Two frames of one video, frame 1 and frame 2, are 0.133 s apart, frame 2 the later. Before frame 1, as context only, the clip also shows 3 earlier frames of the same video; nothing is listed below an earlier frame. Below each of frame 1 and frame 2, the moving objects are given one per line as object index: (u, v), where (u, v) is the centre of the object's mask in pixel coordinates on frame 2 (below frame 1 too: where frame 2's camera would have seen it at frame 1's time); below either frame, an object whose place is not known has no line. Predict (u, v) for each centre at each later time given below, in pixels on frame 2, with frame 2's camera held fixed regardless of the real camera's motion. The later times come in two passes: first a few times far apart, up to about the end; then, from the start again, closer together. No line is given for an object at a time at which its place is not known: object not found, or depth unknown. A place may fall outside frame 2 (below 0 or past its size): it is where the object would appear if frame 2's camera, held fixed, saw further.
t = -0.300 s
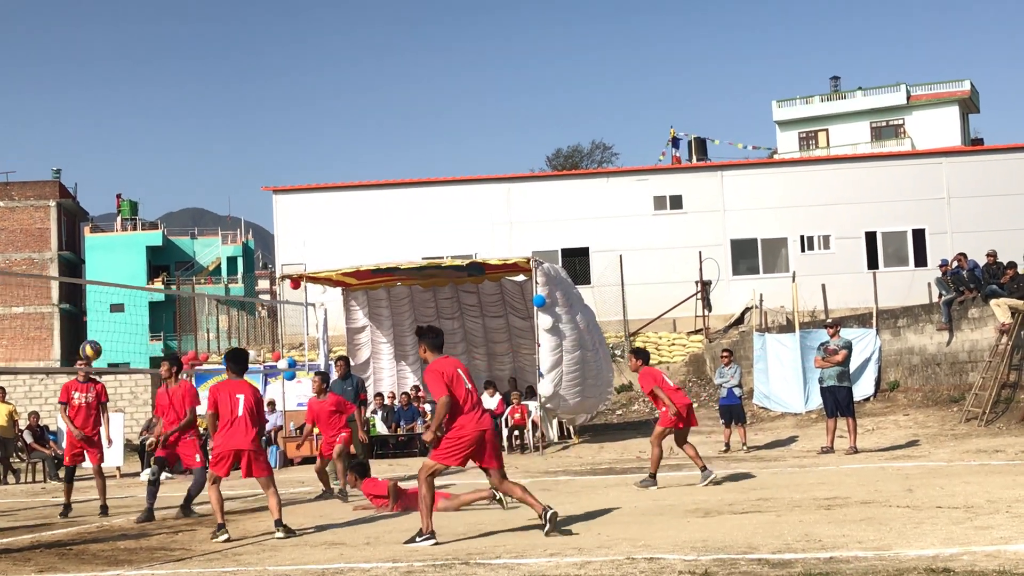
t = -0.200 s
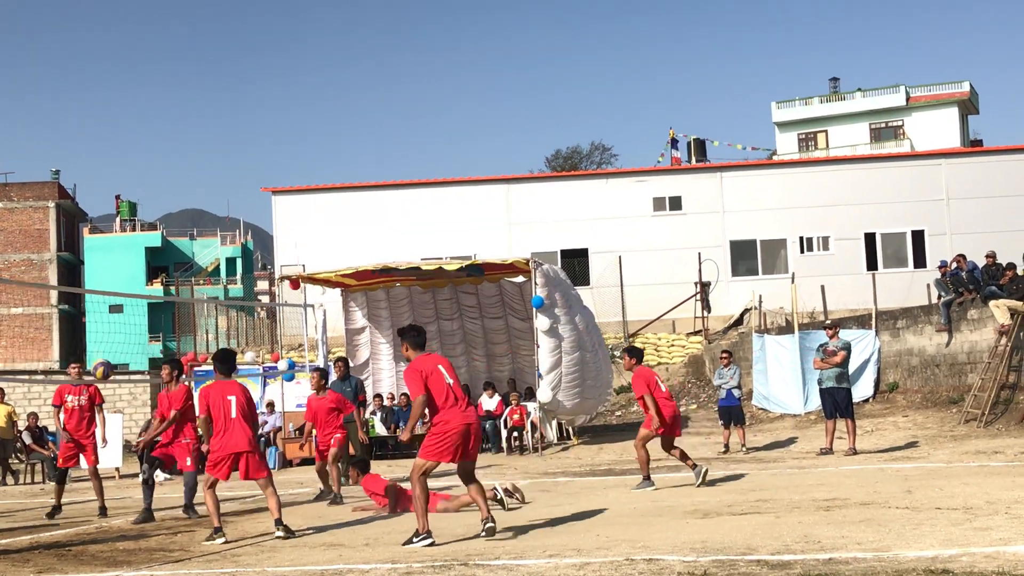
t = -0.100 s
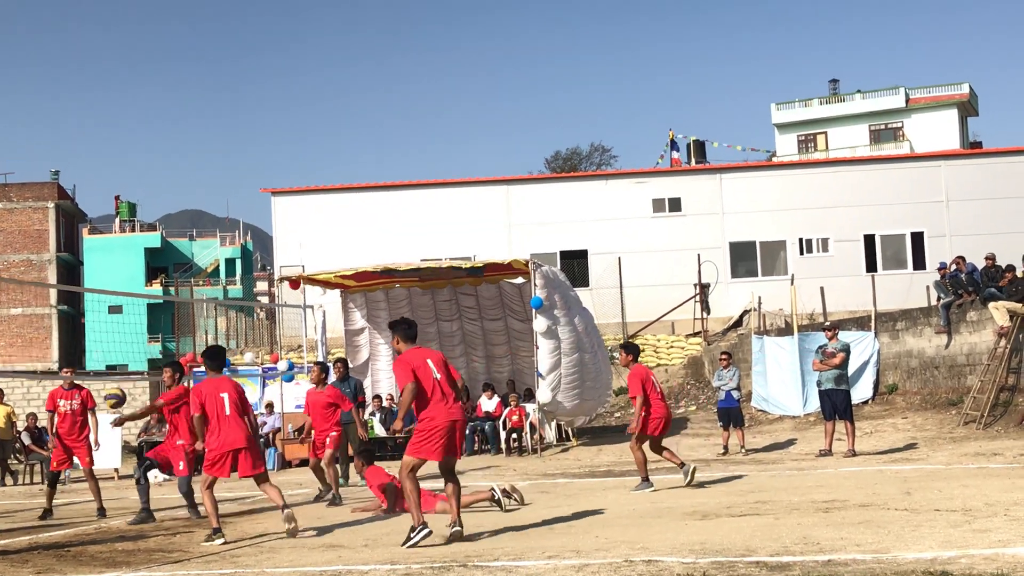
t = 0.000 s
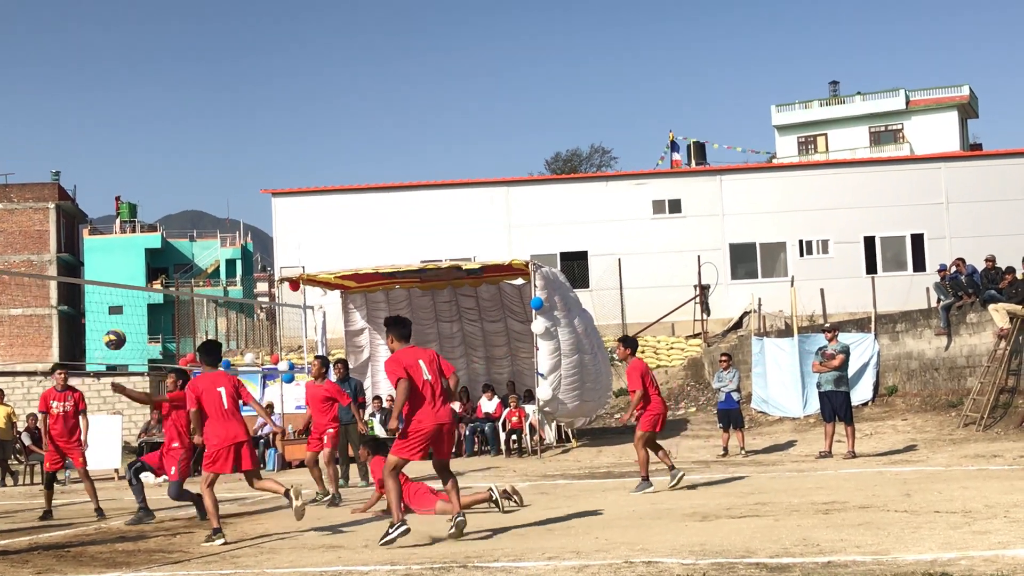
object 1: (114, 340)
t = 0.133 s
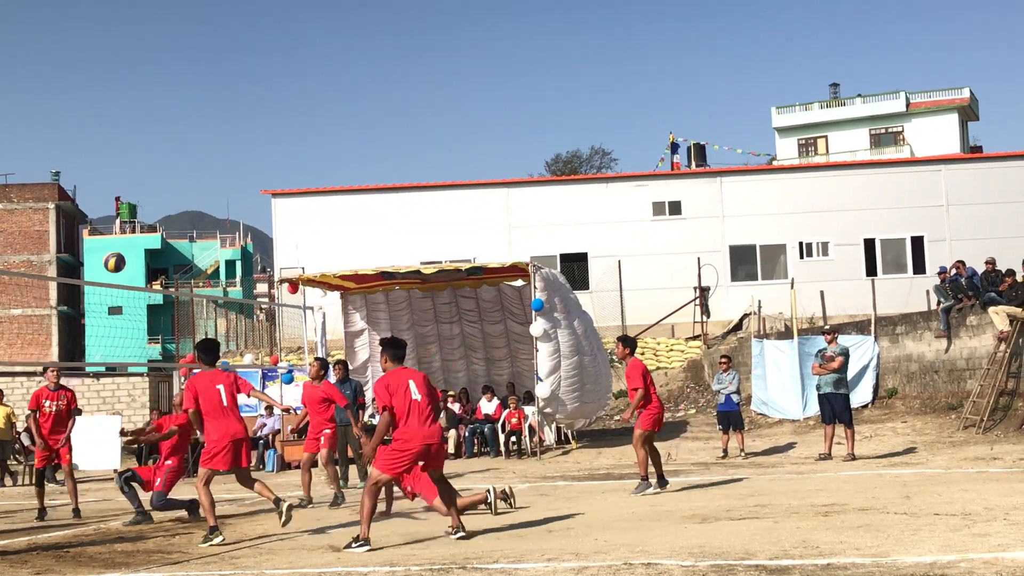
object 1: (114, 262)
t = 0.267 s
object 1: (114, 202)
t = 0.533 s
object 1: (116, 133)
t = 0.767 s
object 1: (119, 129)
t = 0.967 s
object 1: (122, 168)
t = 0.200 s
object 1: (114, 230)
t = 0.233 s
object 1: (114, 215)
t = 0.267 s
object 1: (114, 202)
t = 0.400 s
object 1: (115, 159)
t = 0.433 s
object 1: (115, 151)
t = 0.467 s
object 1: (115, 144)
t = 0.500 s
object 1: (116, 138)
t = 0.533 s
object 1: (116, 133)
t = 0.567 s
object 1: (116, 129)
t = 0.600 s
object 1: (117, 127)
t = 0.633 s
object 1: (117, 125)
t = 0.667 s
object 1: (118, 124)
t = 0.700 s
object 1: (118, 125)
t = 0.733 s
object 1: (119, 126)
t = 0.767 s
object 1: (119, 129)
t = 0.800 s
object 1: (120, 133)
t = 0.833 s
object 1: (121, 138)
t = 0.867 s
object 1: (121, 144)
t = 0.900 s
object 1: (121, 150)
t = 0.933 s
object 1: (122, 158)
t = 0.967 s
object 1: (122, 168)
